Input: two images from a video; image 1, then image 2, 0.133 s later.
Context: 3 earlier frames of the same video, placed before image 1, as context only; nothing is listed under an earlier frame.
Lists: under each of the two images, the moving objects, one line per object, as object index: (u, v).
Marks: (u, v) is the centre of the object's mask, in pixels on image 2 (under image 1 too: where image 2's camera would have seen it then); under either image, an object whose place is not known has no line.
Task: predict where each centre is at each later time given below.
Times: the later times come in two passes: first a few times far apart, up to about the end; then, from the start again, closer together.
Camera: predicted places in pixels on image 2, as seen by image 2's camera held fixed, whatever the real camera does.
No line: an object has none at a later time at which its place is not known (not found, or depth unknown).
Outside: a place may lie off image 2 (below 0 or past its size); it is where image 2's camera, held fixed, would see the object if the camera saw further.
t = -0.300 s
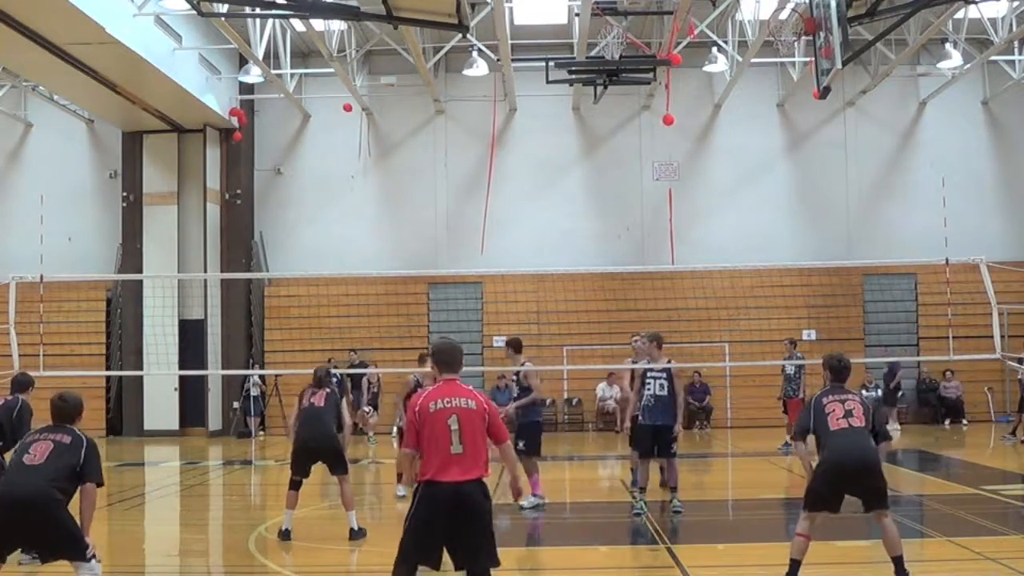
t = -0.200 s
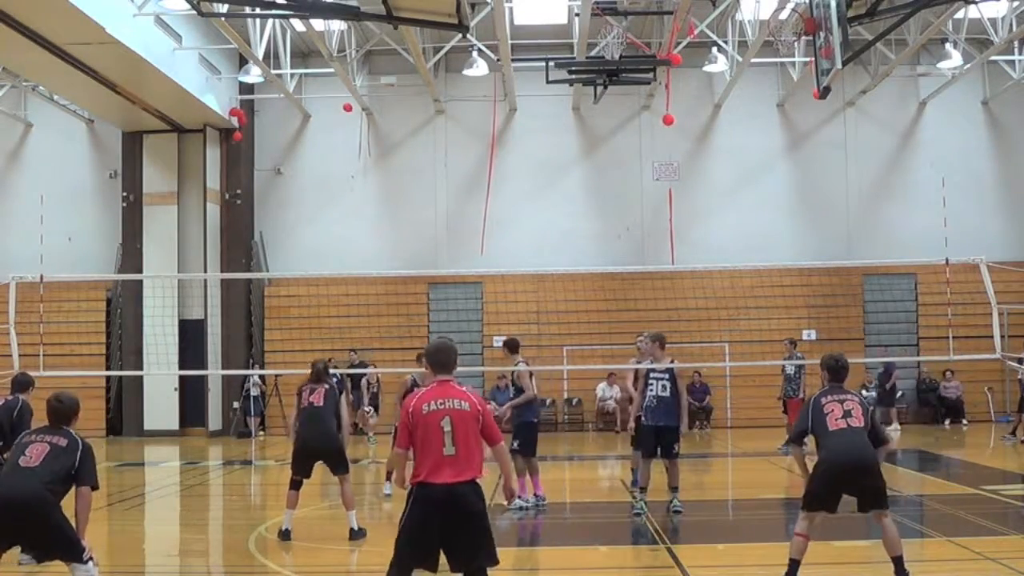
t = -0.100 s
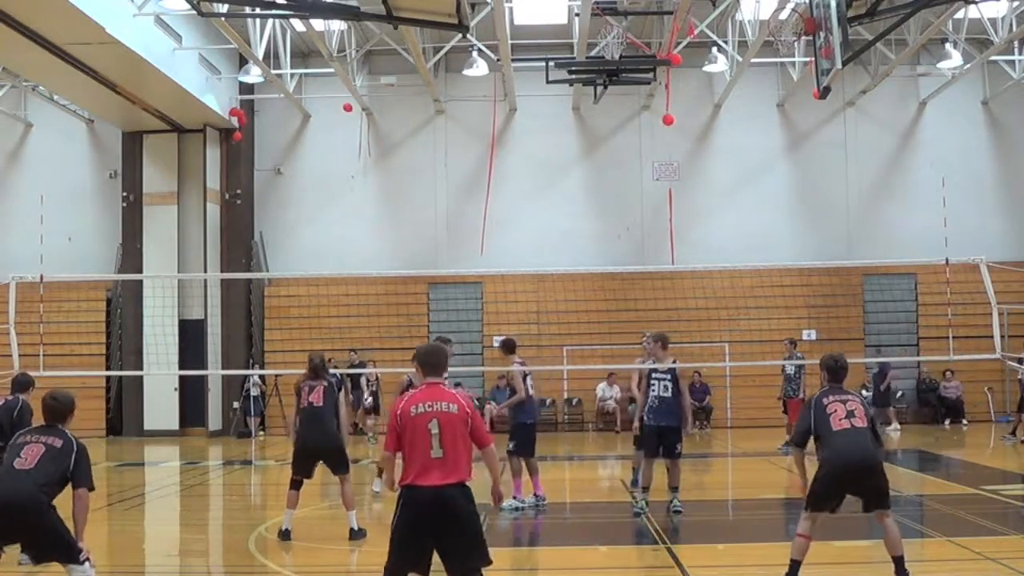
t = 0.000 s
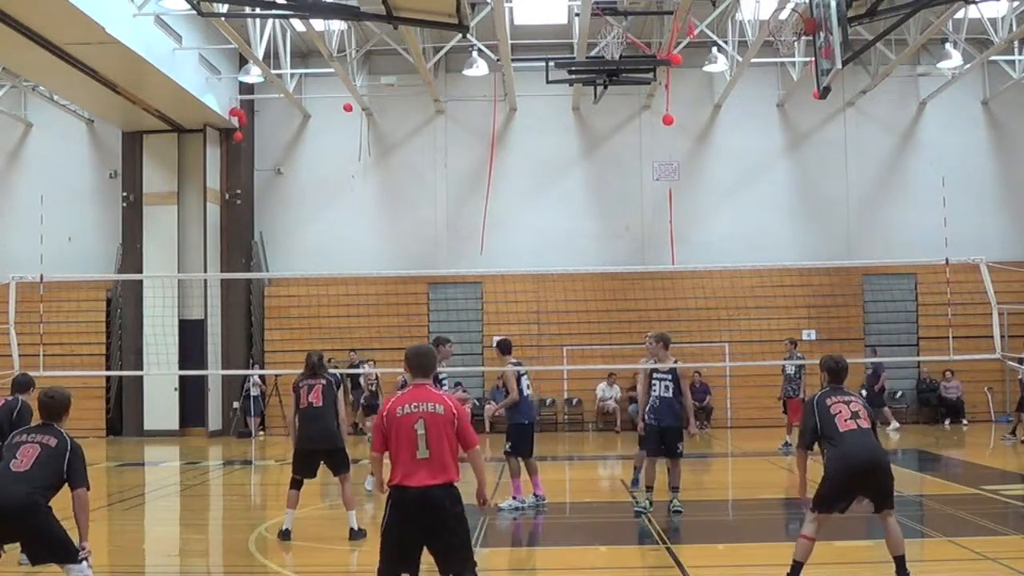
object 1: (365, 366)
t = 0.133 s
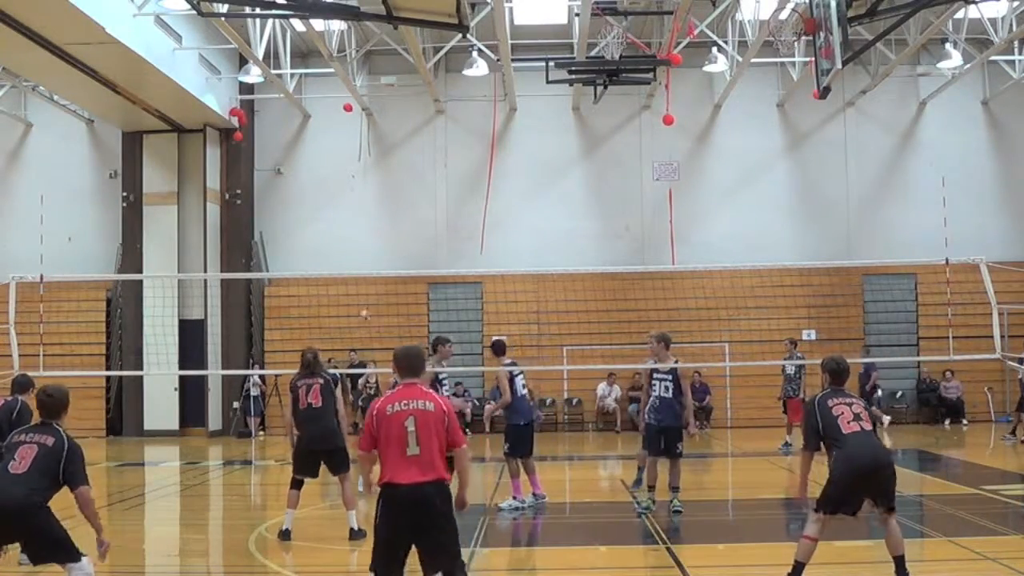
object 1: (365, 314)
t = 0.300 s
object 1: (365, 264)
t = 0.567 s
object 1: (366, 209)
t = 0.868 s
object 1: (368, 190)
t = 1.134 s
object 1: (371, 216)
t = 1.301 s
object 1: (372, 251)
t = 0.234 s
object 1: (365, 281)
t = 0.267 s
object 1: (364, 270)
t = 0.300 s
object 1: (365, 264)
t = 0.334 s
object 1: (365, 254)
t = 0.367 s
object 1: (365, 244)
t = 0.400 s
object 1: (366, 237)
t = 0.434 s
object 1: (366, 229)
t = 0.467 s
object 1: (366, 225)
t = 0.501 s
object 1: (366, 218)
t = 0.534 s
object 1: (366, 212)
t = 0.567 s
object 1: (366, 209)
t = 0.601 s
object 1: (366, 202)
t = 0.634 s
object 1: (366, 199)
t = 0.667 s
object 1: (367, 197)
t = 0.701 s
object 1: (368, 193)
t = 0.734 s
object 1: (367, 191)
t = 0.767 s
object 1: (367, 189)
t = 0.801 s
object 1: (368, 188)
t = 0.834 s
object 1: (368, 189)
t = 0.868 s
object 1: (368, 190)
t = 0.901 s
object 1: (368, 190)
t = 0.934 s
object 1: (368, 192)
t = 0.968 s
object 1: (369, 194)
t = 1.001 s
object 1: (369, 198)
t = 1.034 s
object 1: (369, 201)
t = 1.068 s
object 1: (369, 206)
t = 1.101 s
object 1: (370, 210)
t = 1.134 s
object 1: (371, 216)
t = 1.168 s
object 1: (370, 222)
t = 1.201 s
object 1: (370, 228)
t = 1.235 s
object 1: (371, 236)
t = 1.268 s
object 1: (371, 243)
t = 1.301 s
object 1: (372, 251)
